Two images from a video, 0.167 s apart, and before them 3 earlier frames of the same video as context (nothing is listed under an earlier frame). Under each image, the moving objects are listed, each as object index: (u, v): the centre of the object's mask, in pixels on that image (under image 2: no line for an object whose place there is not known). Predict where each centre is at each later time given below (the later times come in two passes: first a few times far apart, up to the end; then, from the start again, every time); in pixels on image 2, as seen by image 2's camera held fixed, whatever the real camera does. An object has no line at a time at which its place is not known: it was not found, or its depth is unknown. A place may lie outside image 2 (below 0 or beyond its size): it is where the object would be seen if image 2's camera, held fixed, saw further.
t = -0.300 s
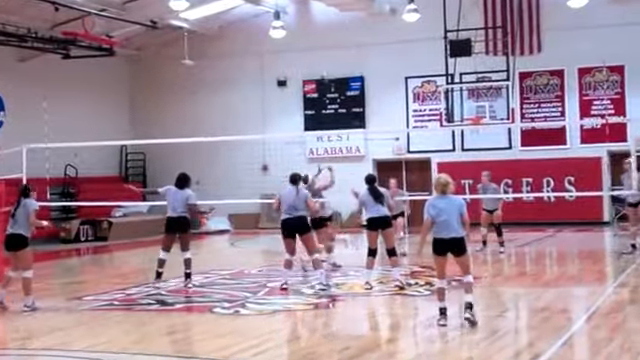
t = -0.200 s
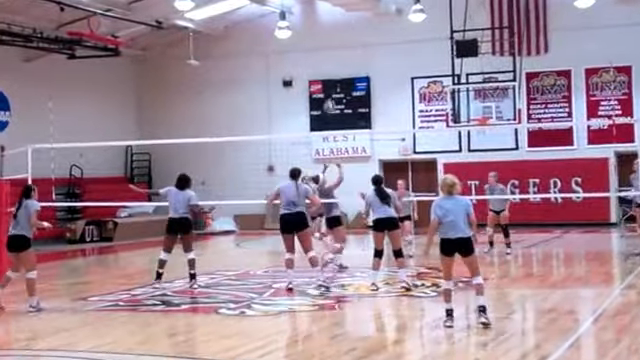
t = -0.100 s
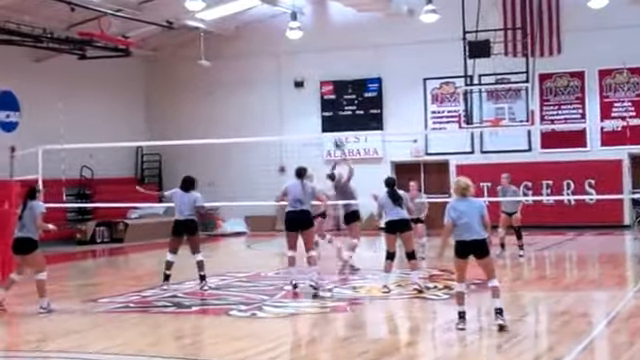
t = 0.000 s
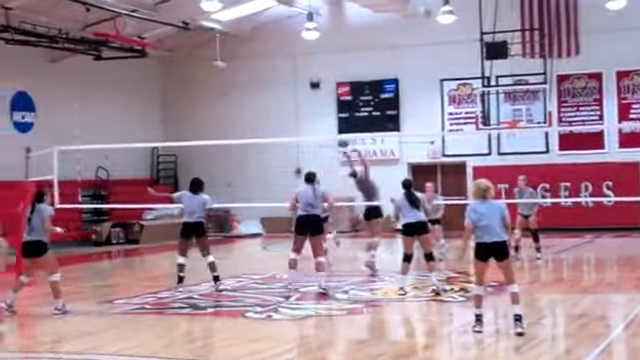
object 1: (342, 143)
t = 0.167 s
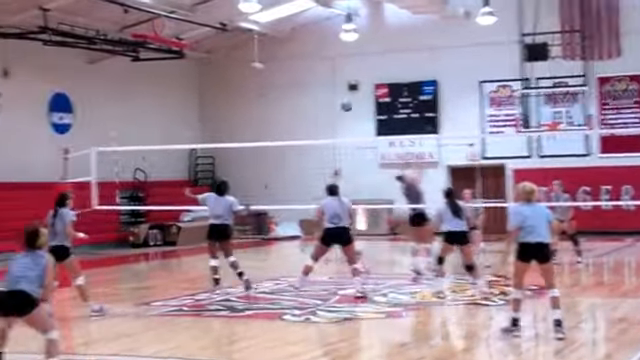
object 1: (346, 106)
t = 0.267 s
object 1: (326, 90)
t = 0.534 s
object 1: (274, 74)
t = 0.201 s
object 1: (339, 101)
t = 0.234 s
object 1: (332, 95)
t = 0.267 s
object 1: (326, 90)
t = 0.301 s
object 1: (318, 86)
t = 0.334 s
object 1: (312, 83)
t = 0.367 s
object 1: (305, 80)
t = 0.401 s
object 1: (300, 77)
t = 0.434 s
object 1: (293, 75)
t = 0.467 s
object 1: (286, 75)
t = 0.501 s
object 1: (280, 74)
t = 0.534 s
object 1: (274, 74)
